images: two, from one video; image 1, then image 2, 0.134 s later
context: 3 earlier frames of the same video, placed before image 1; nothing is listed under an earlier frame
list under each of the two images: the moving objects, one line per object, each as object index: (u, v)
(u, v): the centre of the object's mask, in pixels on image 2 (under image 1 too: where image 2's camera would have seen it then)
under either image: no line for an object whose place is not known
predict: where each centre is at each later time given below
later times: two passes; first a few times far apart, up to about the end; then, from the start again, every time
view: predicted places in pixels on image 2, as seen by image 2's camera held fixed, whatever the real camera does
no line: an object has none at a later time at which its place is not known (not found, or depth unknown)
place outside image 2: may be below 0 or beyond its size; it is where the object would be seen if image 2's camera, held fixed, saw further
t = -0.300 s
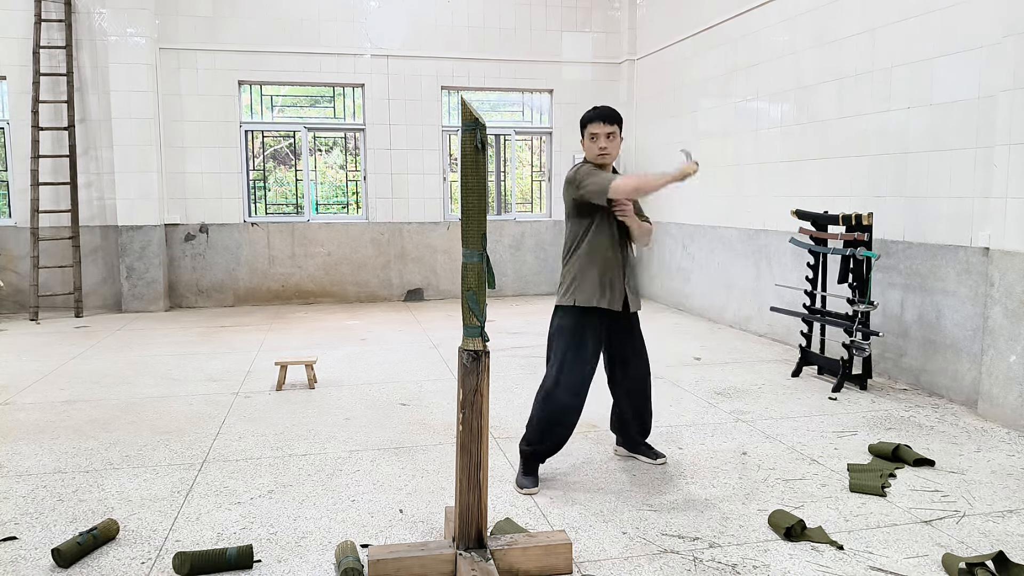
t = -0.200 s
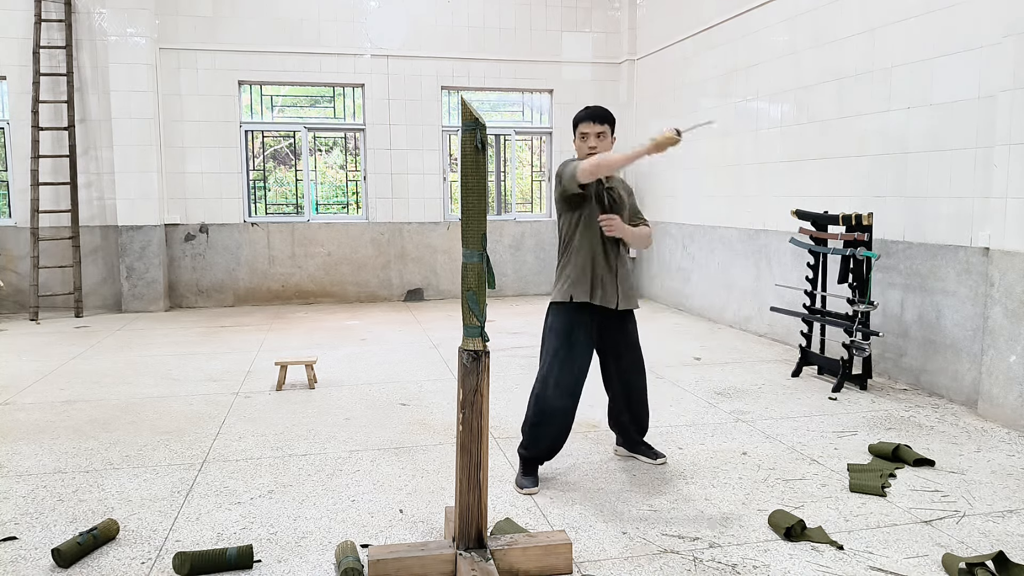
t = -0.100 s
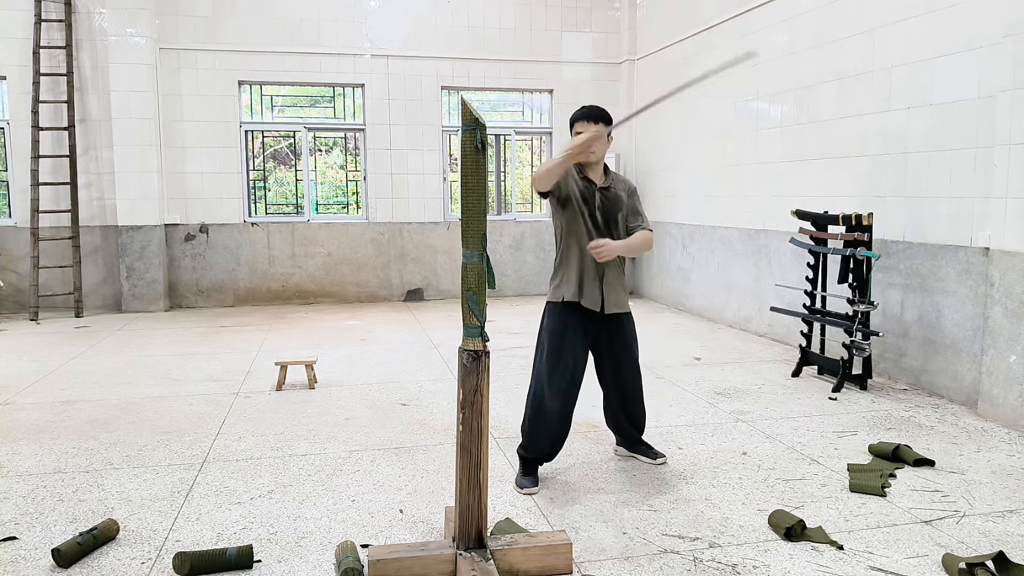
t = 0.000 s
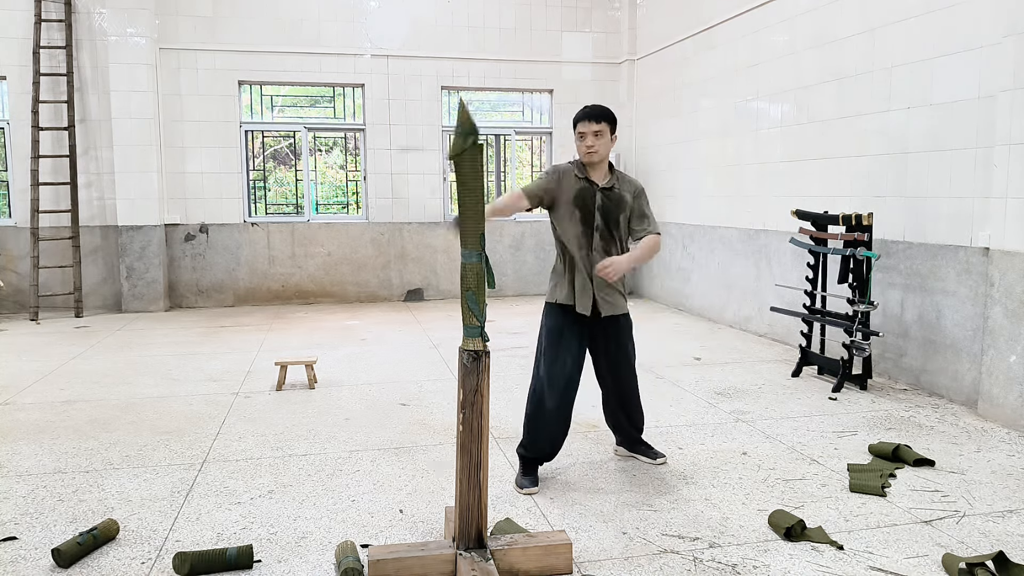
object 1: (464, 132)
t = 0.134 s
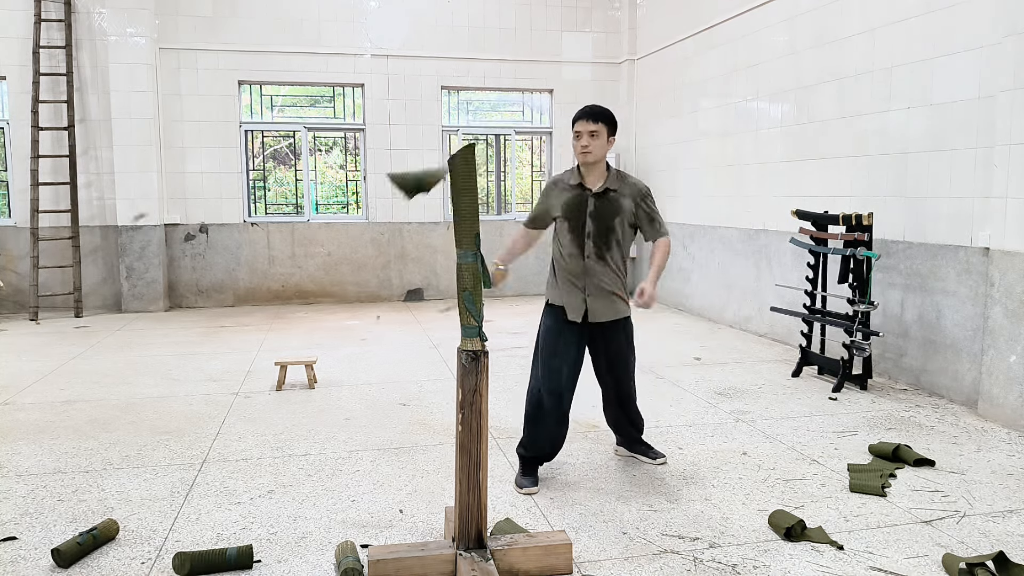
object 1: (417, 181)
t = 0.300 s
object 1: (359, 311)
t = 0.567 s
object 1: (277, 523)
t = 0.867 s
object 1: (211, 524)
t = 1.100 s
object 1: (197, 541)
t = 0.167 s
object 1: (405, 200)
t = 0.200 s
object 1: (394, 223)
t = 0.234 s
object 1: (383, 250)
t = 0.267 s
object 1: (372, 280)
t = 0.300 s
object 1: (359, 311)
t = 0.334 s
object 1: (347, 345)
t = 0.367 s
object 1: (334, 382)
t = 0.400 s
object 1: (322, 419)
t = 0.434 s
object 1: (311, 459)
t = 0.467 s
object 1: (301, 502)
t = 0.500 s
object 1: (292, 547)
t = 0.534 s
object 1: (283, 534)
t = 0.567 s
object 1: (277, 523)
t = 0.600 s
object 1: (272, 511)
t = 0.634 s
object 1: (264, 499)
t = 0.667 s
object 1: (254, 492)
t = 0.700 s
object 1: (246, 491)
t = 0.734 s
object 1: (239, 491)
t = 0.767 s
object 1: (231, 495)
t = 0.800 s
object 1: (223, 502)
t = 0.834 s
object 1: (216, 512)
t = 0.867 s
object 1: (211, 524)
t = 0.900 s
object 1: (205, 537)
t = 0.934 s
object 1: (202, 538)
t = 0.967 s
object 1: (198, 537)
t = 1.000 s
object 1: (196, 538)
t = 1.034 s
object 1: (195, 540)
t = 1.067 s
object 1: (196, 541)
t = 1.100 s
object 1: (197, 541)
